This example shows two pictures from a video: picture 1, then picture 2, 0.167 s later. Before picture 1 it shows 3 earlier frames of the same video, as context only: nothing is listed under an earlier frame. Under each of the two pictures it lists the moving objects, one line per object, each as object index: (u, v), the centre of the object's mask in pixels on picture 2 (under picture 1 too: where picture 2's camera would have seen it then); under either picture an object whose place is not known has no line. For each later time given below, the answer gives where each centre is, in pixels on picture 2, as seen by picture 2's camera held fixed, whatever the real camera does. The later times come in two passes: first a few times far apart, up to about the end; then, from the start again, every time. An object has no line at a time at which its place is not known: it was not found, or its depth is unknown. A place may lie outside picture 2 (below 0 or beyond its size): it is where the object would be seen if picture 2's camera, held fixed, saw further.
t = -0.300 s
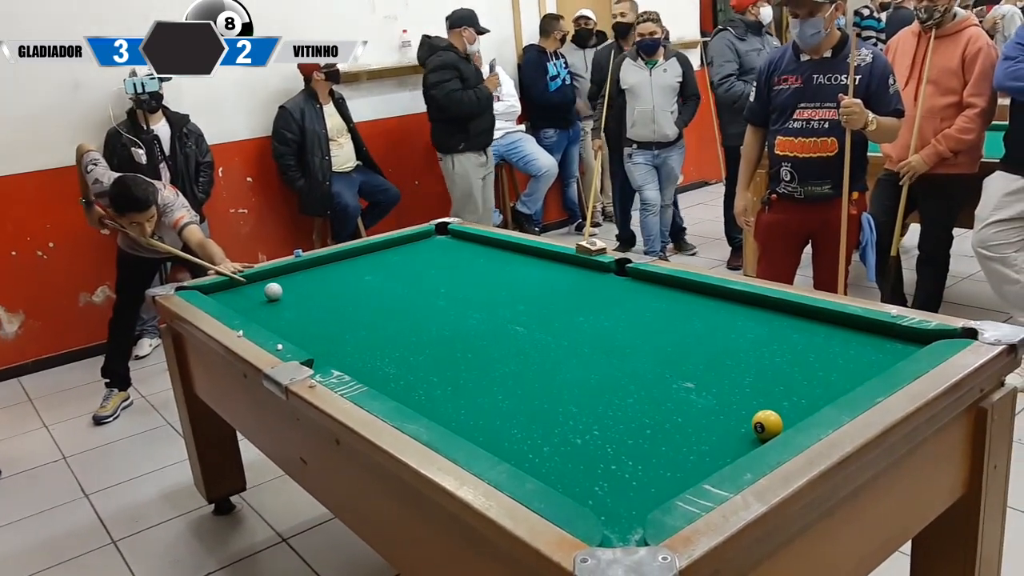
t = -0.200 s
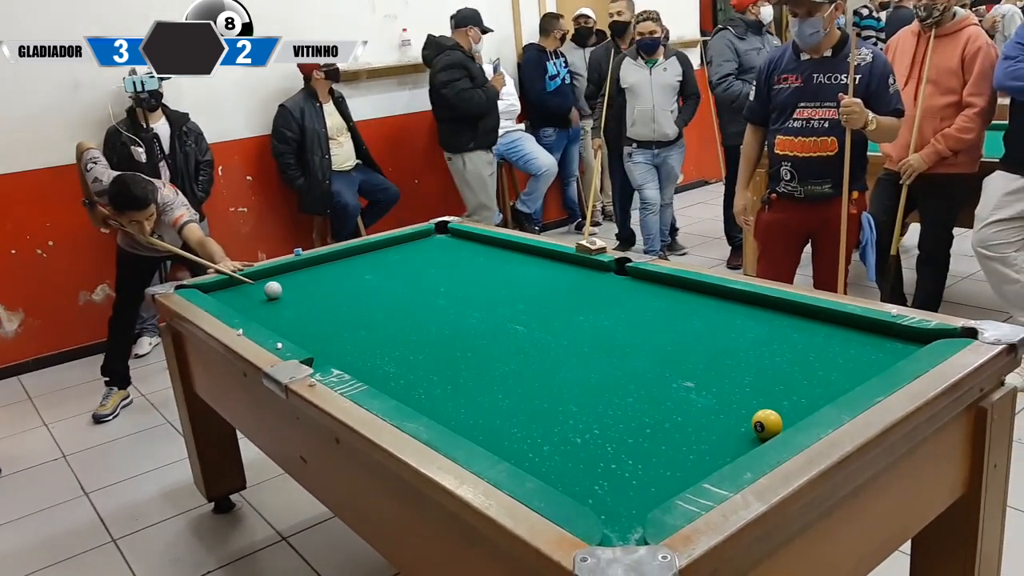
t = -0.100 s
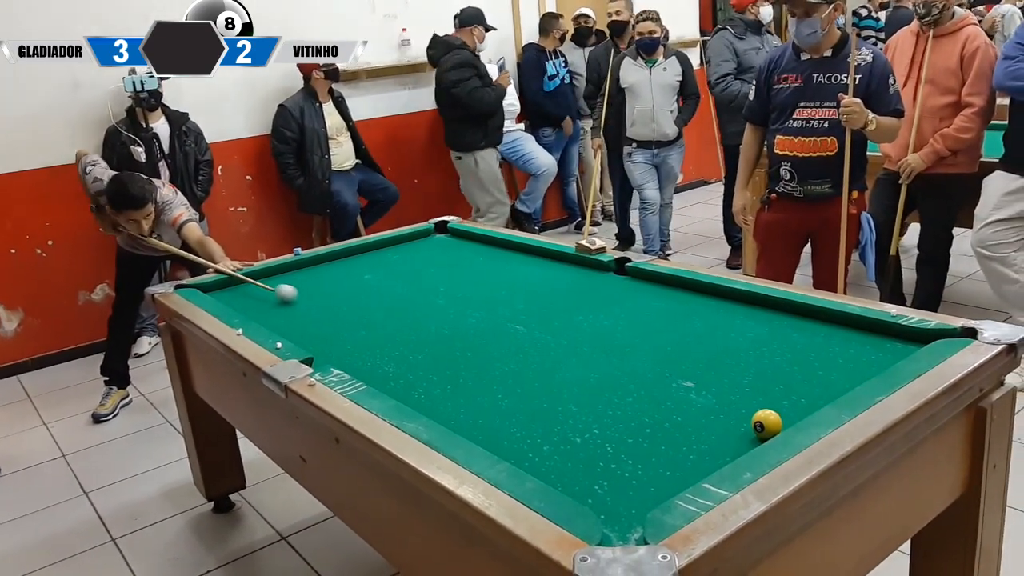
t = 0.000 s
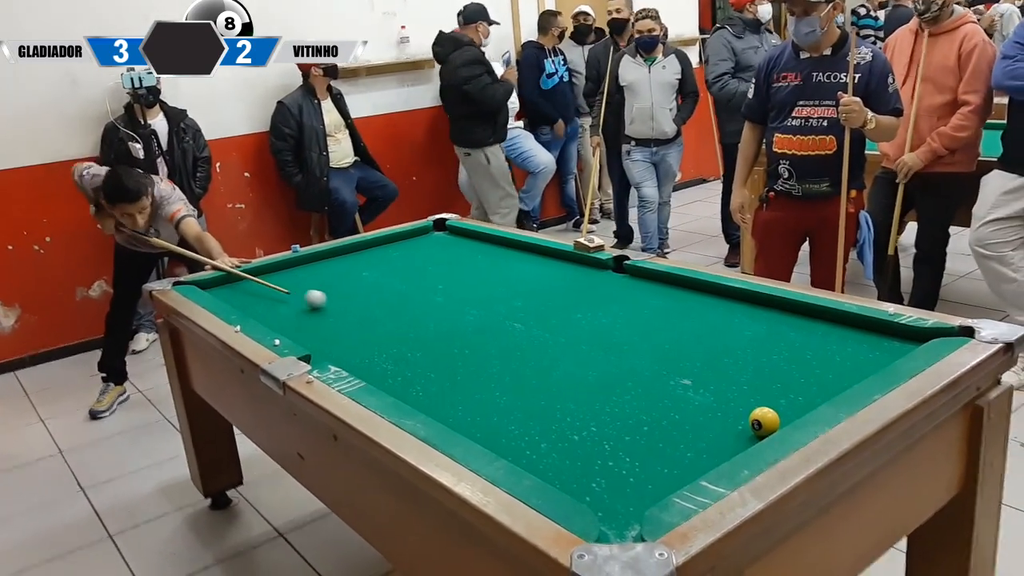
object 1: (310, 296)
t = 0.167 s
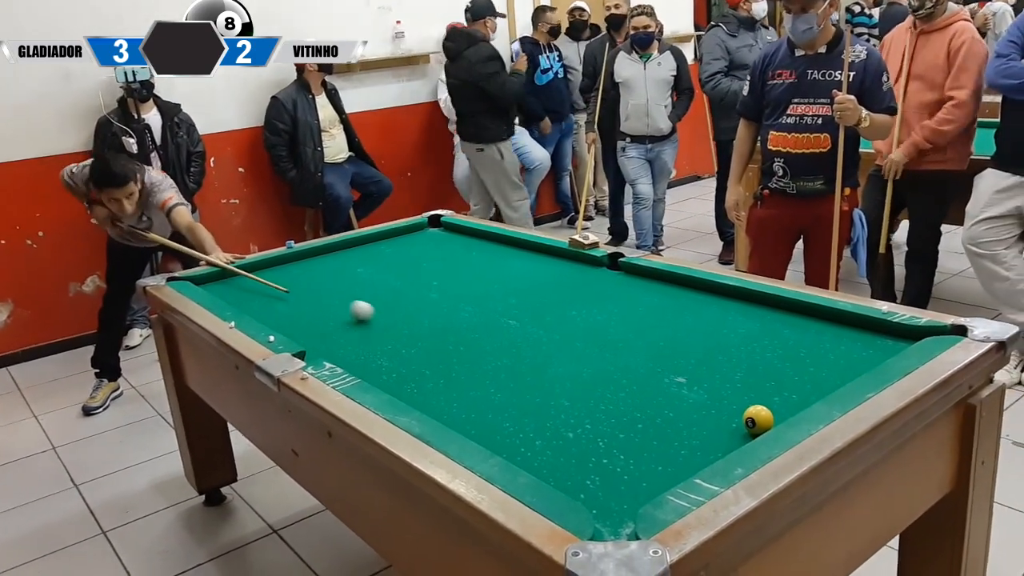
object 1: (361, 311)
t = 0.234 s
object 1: (384, 318)
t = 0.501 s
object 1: (490, 350)
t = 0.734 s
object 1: (611, 386)
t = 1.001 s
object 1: (726, 435)
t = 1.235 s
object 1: (618, 427)
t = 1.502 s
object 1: (514, 420)
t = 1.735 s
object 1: (436, 410)
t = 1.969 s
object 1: (427, 387)
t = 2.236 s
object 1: (418, 363)
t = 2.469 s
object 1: (413, 345)
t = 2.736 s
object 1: (407, 328)
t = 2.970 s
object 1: (403, 315)
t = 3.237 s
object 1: (398, 302)
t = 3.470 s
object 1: (395, 292)
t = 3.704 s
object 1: (393, 283)
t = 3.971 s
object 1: (391, 274)
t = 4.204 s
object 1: (389, 268)
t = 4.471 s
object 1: (388, 261)
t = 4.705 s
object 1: (387, 256)
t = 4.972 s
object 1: (387, 251)
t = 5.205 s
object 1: (387, 247)
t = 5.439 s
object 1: (386, 243)
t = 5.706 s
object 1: (386, 239)
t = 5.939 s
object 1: (386, 237)
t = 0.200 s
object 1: (372, 314)
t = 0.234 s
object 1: (384, 318)
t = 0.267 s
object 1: (396, 321)
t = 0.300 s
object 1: (408, 325)
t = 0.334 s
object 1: (421, 329)
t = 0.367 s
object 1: (434, 333)
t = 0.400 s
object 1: (447, 337)
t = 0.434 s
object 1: (461, 342)
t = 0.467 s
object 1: (475, 345)
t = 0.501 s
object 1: (490, 350)
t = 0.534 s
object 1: (505, 354)
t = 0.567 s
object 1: (521, 359)
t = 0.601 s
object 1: (538, 365)
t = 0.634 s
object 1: (555, 369)
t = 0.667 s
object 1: (572, 374)
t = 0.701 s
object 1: (591, 381)
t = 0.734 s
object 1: (611, 386)
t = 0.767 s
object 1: (630, 392)
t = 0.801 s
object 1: (652, 399)
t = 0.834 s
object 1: (673, 406)
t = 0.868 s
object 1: (696, 413)
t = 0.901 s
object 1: (720, 420)
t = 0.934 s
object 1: (736, 428)
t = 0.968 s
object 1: (742, 433)
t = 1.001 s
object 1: (726, 435)
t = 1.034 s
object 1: (708, 434)
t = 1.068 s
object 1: (691, 433)
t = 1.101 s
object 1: (676, 432)
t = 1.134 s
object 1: (661, 431)
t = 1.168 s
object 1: (647, 429)
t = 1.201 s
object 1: (633, 428)
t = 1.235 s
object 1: (618, 427)
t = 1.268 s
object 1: (604, 427)
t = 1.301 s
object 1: (591, 426)
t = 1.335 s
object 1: (577, 425)
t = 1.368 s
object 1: (564, 424)
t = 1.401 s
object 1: (552, 422)
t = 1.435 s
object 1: (539, 422)
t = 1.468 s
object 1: (526, 421)
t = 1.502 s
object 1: (514, 420)
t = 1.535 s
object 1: (501, 419)
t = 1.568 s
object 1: (489, 418)
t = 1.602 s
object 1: (477, 418)
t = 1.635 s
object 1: (466, 417)
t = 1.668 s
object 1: (455, 416)
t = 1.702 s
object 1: (443, 412)
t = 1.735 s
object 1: (436, 410)
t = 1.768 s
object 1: (435, 407)
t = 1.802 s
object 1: (433, 404)
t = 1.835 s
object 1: (431, 401)
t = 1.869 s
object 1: (430, 397)
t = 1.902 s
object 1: (429, 394)
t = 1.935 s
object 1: (428, 391)
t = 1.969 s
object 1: (427, 387)
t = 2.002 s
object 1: (425, 384)
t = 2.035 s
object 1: (425, 381)
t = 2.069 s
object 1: (423, 378)
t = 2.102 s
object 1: (422, 375)
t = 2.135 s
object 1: (421, 372)
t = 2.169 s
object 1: (421, 369)
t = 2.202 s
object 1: (419, 366)
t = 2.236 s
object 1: (418, 363)
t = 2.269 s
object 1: (418, 360)
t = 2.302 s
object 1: (417, 358)
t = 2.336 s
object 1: (416, 355)
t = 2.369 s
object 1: (415, 352)
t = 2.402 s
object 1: (414, 350)
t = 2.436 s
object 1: (413, 347)
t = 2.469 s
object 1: (413, 345)
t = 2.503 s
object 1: (412, 343)
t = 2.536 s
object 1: (411, 340)
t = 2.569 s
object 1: (411, 338)
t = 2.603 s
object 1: (410, 336)
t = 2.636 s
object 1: (409, 334)
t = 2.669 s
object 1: (408, 332)
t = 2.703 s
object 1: (408, 330)
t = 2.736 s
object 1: (407, 328)
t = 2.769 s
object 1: (406, 325)
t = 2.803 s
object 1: (406, 324)
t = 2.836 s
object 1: (405, 322)
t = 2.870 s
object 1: (404, 320)
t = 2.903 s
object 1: (404, 318)
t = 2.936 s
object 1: (403, 316)
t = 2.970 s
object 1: (403, 315)
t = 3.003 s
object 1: (402, 313)
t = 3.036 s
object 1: (402, 311)
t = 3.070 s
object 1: (401, 310)
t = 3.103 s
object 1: (401, 308)
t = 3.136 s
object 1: (400, 306)
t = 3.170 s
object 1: (400, 305)
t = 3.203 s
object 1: (399, 303)
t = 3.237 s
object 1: (398, 302)
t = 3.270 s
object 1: (398, 300)
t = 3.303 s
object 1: (398, 299)
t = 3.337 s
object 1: (397, 297)
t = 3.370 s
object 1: (397, 296)
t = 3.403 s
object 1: (396, 294)
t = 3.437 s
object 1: (396, 293)
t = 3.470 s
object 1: (395, 292)
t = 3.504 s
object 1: (395, 291)
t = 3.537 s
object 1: (395, 289)
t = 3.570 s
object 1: (395, 288)
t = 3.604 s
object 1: (394, 287)
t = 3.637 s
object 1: (394, 285)
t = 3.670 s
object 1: (394, 284)
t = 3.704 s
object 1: (393, 283)
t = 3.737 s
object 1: (393, 282)
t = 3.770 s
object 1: (393, 281)
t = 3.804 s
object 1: (393, 280)
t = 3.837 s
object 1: (392, 278)
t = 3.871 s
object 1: (392, 277)
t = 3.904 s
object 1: (391, 276)
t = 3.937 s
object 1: (391, 275)
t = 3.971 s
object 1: (391, 274)
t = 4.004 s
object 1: (391, 273)
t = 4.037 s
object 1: (390, 273)
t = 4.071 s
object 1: (390, 271)
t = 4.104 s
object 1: (390, 271)
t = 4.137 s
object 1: (390, 269)
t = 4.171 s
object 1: (389, 268)
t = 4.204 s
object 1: (389, 268)
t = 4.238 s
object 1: (389, 267)
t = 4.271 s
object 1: (389, 266)
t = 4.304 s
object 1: (389, 265)
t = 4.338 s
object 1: (389, 264)
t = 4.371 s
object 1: (388, 263)
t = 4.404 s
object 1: (388, 262)
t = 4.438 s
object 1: (388, 262)
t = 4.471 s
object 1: (388, 261)
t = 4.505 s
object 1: (388, 260)
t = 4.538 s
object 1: (388, 259)
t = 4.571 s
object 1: (388, 259)
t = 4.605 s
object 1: (388, 258)
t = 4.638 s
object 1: (388, 257)
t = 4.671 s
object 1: (387, 257)
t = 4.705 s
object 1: (387, 256)
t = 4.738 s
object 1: (387, 255)
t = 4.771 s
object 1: (387, 255)
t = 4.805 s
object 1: (387, 254)
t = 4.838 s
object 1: (387, 253)
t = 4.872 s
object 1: (387, 253)
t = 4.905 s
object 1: (387, 252)
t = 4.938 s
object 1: (387, 251)
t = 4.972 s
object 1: (387, 251)
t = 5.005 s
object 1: (387, 250)
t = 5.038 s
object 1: (387, 250)
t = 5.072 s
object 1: (387, 249)
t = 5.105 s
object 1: (387, 249)
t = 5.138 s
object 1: (387, 248)
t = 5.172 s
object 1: (387, 247)
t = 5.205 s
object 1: (387, 247)
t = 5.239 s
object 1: (387, 247)
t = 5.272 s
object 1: (387, 246)
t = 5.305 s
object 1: (387, 245)
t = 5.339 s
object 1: (387, 245)
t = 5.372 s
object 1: (386, 244)
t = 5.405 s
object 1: (387, 244)
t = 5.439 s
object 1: (386, 243)
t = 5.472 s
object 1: (386, 243)
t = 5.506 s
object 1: (386, 243)
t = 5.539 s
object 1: (386, 242)
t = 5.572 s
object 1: (386, 242)
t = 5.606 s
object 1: (386, 241)
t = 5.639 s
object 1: (386, 241)
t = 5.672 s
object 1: (386, 240)
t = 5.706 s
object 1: (386, 239)
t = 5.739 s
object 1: (386, 239)
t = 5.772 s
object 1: (386, 239)
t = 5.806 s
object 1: (386, 238)
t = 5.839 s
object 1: (386, 238)
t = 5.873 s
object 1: (386, 238)
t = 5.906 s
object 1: (386, 237)
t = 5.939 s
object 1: (386, 237)
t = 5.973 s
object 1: (386, 237)
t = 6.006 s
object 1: (386, 237)
